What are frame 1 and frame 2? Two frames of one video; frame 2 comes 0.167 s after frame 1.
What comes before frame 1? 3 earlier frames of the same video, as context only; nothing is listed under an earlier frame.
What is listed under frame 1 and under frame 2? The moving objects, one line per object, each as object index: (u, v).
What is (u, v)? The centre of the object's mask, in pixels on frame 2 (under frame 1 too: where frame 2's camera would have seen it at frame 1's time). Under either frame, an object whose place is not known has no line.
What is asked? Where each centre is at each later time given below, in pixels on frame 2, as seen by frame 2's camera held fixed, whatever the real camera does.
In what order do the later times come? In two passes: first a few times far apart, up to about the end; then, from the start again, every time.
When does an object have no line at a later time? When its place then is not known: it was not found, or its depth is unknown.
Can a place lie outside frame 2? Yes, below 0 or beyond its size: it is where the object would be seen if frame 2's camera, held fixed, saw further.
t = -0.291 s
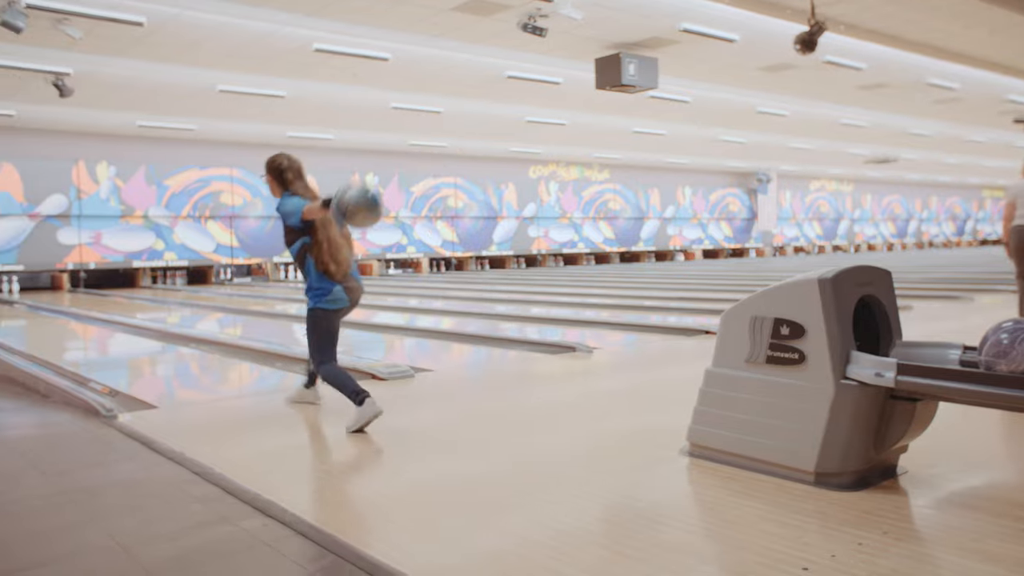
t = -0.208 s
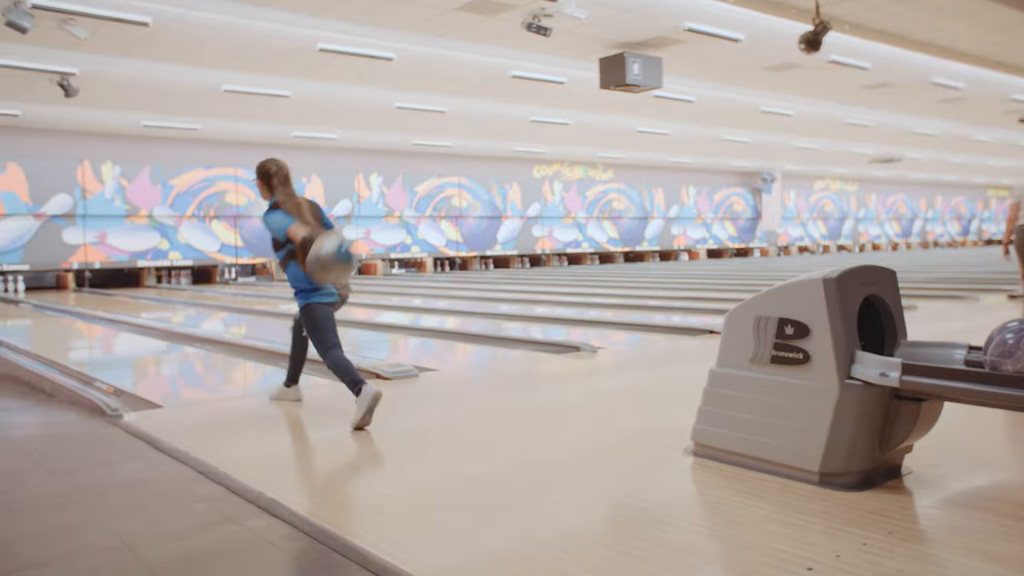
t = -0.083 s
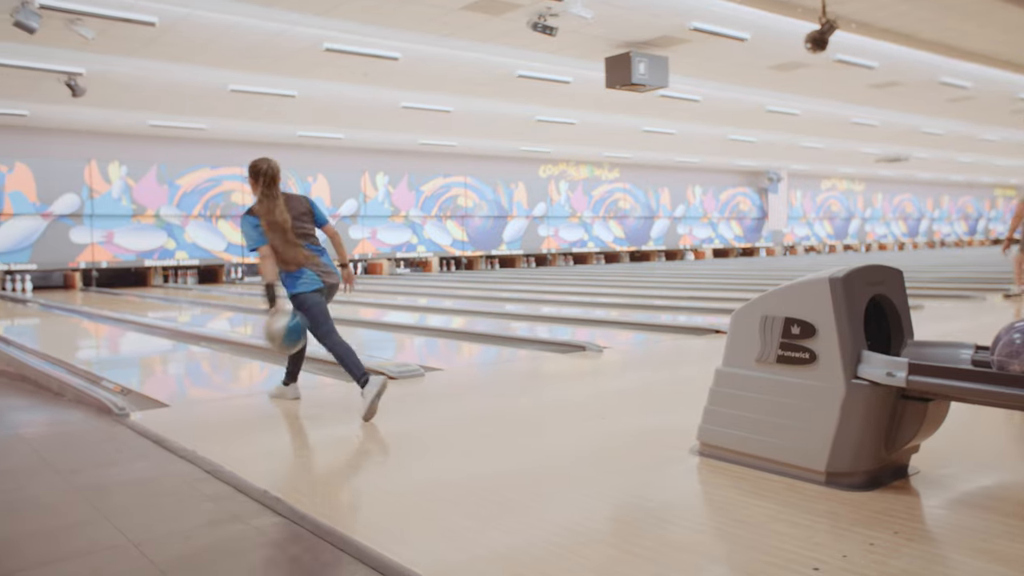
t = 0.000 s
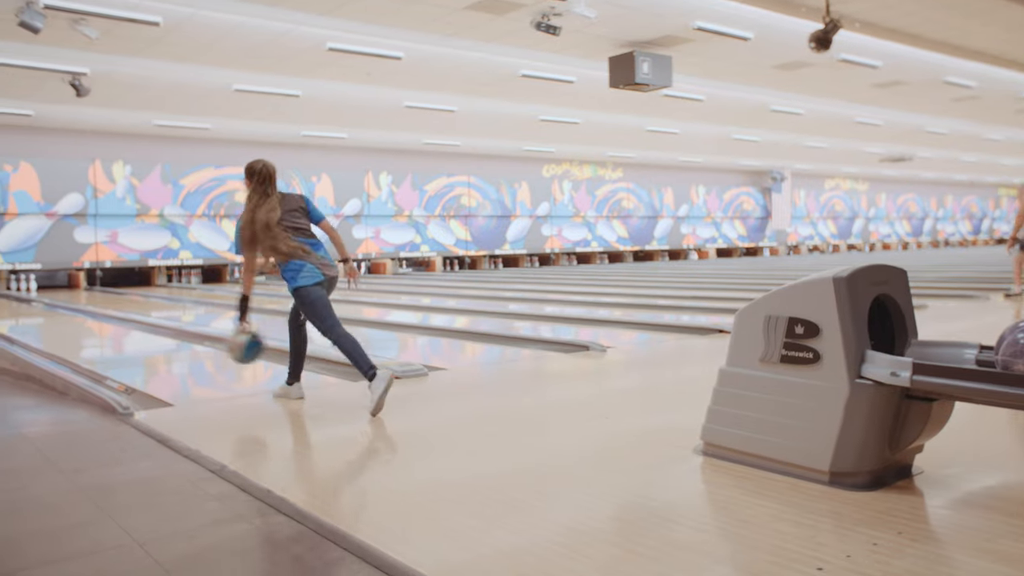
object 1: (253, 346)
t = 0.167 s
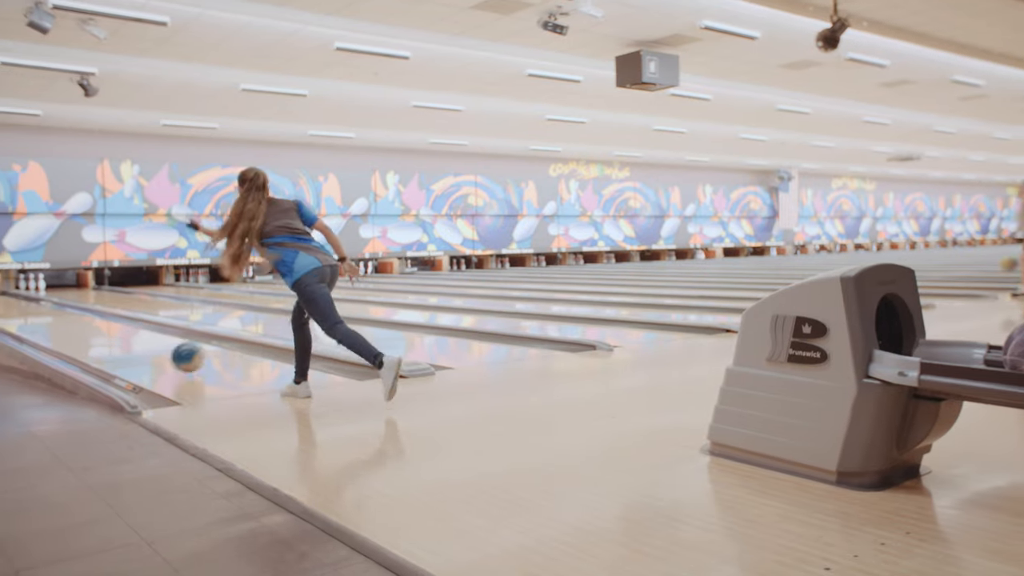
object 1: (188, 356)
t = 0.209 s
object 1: (174, 355)
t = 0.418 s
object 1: (121, 340)
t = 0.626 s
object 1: (83, 330)
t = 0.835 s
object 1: (53, 321)
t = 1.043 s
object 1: (34, 314)
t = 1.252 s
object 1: (18, 307)
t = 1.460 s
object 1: (2, 304)
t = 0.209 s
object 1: (174, 355)
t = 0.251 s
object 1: (161, 351)
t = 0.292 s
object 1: (150, 349)
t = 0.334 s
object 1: (139, 346)
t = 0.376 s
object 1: (130, 343)
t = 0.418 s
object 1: (121, 340)
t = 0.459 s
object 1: (112, 338)
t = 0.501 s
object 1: (104, 336)
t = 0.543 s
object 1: (96, 334)
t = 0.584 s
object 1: (89, 332)
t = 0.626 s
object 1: (83, 330)
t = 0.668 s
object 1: (77, 328)
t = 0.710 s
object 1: (70, 326)
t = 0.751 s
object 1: (65, 325)
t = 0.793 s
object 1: (59, 323)
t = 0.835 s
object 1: (53, 321)
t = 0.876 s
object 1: (49, 319)
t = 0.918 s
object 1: (45, 318)
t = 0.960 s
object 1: (41, 316)
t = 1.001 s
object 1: (38, 314)
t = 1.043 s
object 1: (34, 314)
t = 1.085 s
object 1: (32, 312)
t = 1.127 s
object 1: (28, 311)
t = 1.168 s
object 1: (24, 310)
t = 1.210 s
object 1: (20, 309)
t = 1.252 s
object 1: (18, 307)
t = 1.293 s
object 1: (17, 307)
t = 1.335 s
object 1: (12, 307)
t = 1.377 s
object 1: (8, 306)
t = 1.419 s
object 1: (5, 305)
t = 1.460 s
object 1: (2, 304)
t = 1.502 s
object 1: (1, 302)
